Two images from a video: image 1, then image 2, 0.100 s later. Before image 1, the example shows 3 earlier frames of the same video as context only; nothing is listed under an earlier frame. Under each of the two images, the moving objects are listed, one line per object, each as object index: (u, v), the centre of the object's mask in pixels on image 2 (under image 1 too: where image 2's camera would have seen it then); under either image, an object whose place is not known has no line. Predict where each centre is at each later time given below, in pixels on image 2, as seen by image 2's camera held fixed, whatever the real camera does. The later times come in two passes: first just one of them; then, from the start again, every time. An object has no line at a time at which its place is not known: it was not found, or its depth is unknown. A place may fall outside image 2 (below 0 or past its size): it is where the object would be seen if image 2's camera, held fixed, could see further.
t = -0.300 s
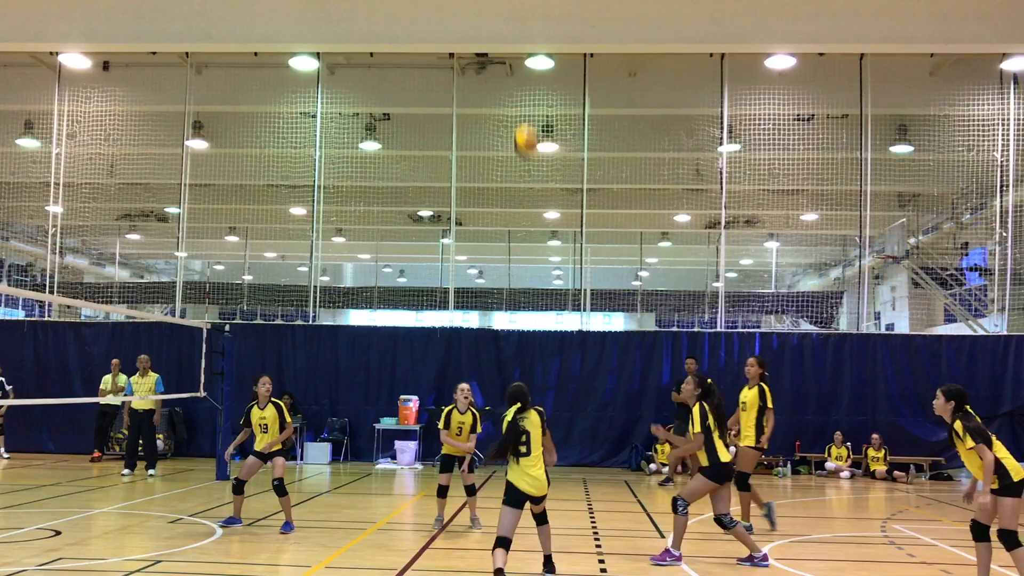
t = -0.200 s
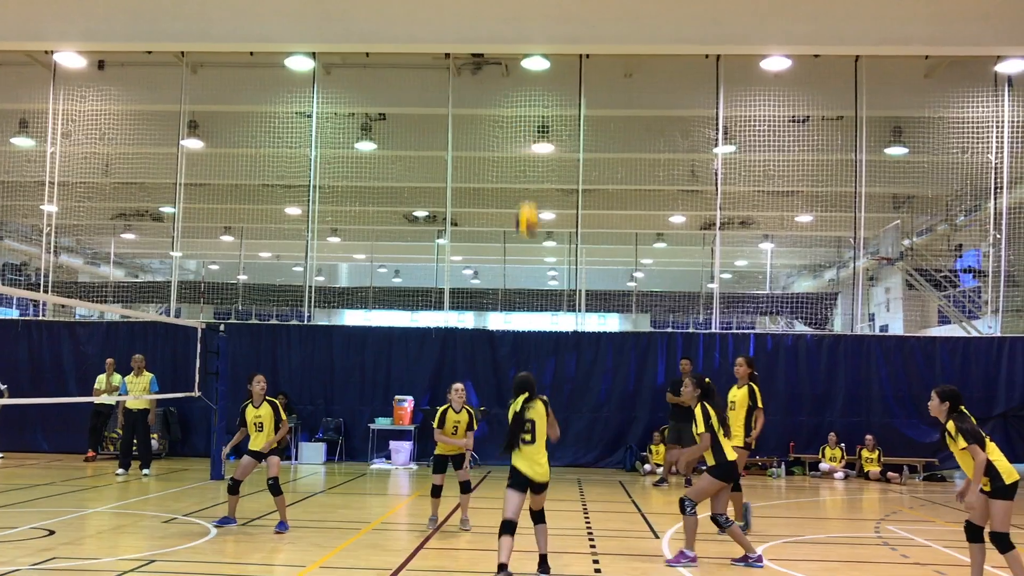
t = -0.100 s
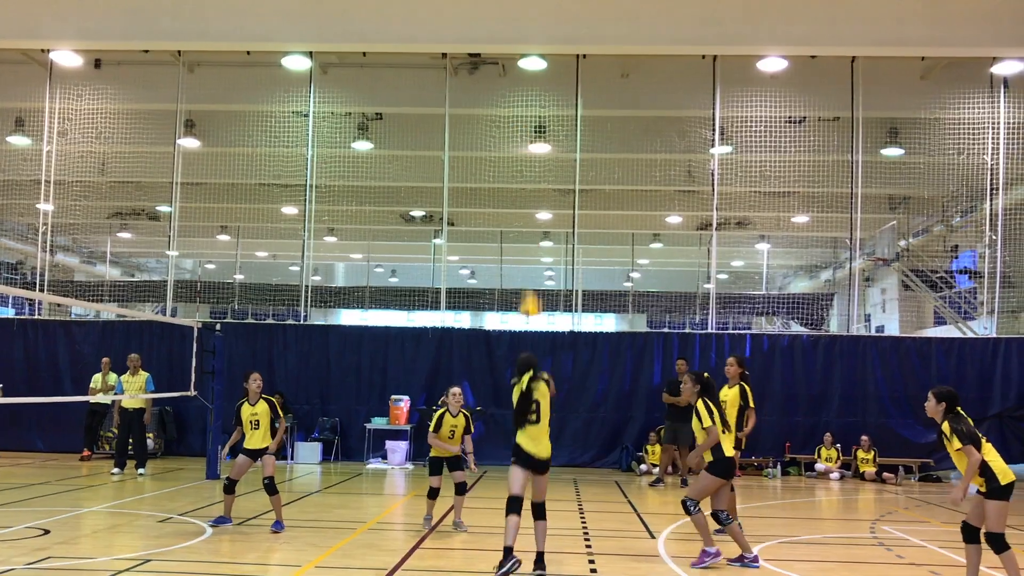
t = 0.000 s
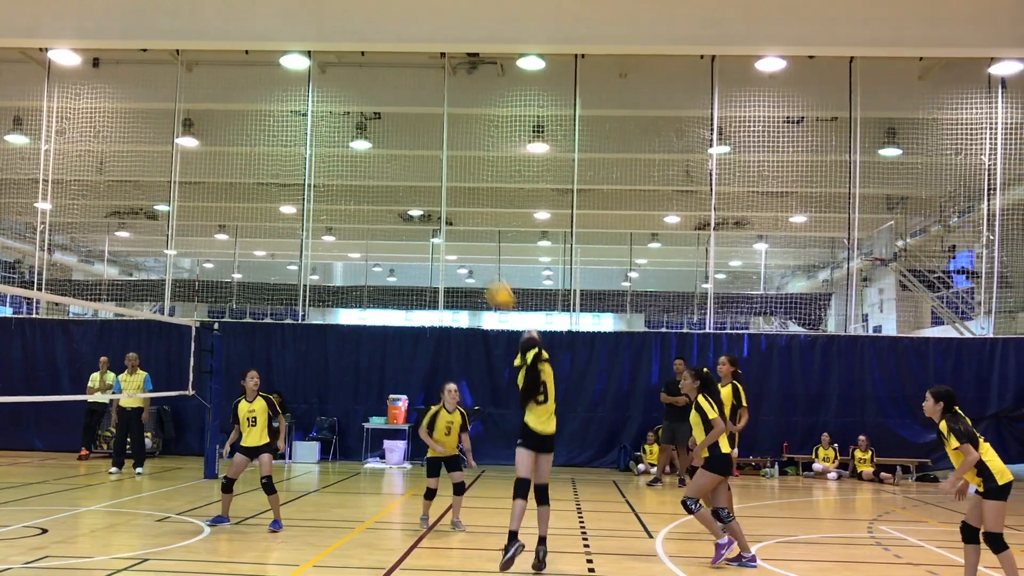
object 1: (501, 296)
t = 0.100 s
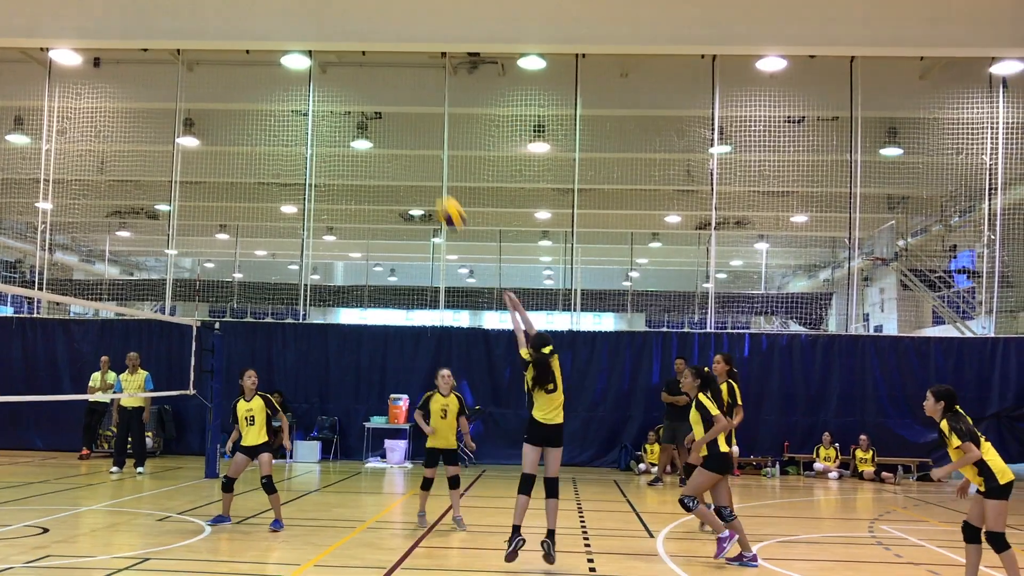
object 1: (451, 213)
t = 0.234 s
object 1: (381, 124)
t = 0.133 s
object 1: (431, 188)
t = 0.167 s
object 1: (416, 166)
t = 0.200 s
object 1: (398, 145)
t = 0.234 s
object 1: (381, 124)
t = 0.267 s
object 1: (364, 105)
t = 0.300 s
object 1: (346, 89)
